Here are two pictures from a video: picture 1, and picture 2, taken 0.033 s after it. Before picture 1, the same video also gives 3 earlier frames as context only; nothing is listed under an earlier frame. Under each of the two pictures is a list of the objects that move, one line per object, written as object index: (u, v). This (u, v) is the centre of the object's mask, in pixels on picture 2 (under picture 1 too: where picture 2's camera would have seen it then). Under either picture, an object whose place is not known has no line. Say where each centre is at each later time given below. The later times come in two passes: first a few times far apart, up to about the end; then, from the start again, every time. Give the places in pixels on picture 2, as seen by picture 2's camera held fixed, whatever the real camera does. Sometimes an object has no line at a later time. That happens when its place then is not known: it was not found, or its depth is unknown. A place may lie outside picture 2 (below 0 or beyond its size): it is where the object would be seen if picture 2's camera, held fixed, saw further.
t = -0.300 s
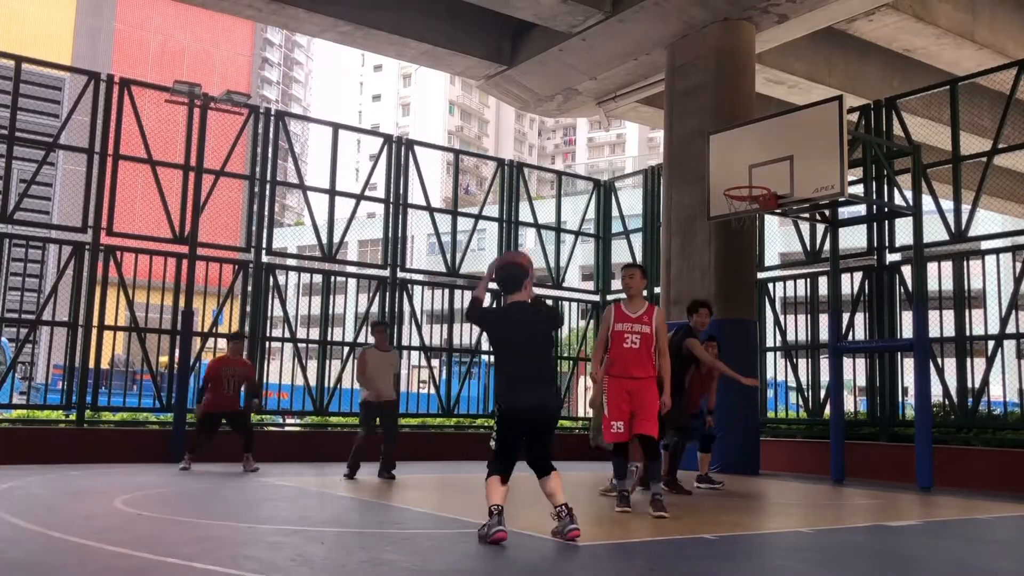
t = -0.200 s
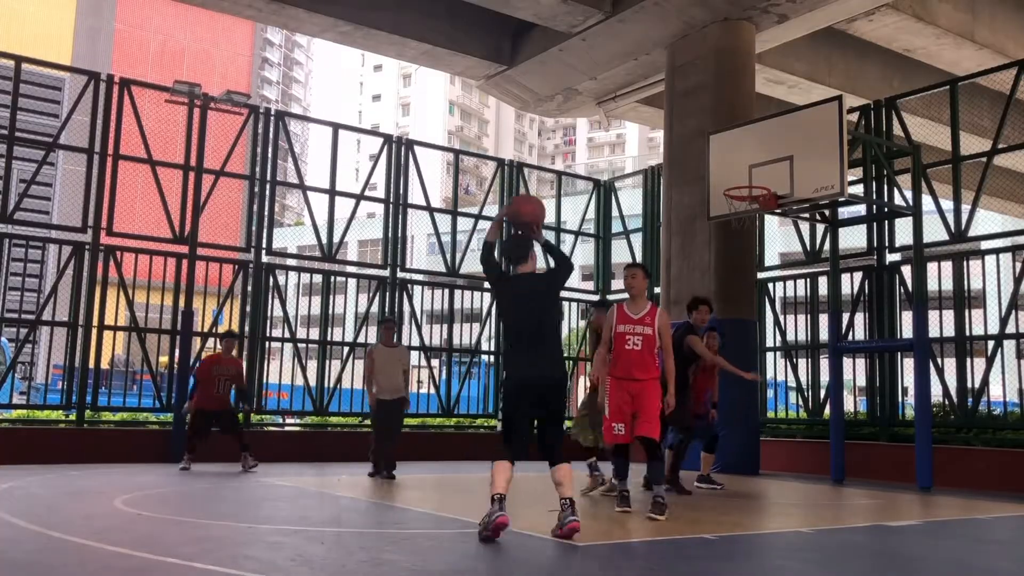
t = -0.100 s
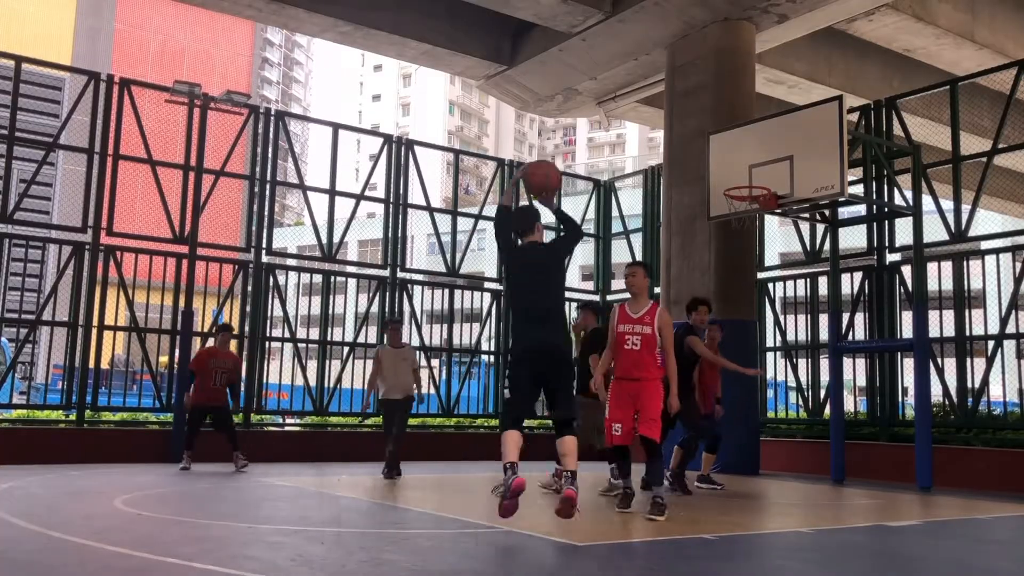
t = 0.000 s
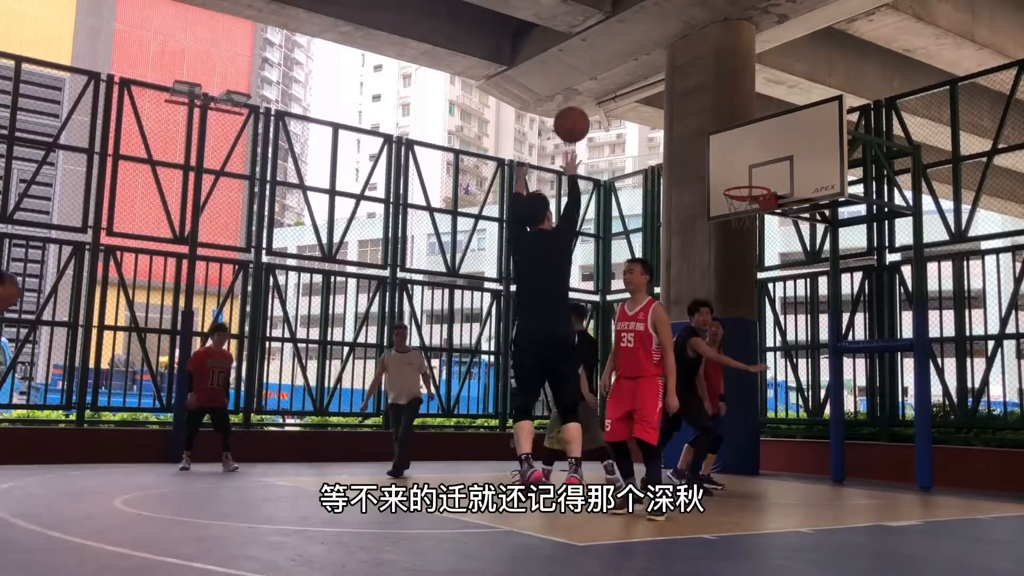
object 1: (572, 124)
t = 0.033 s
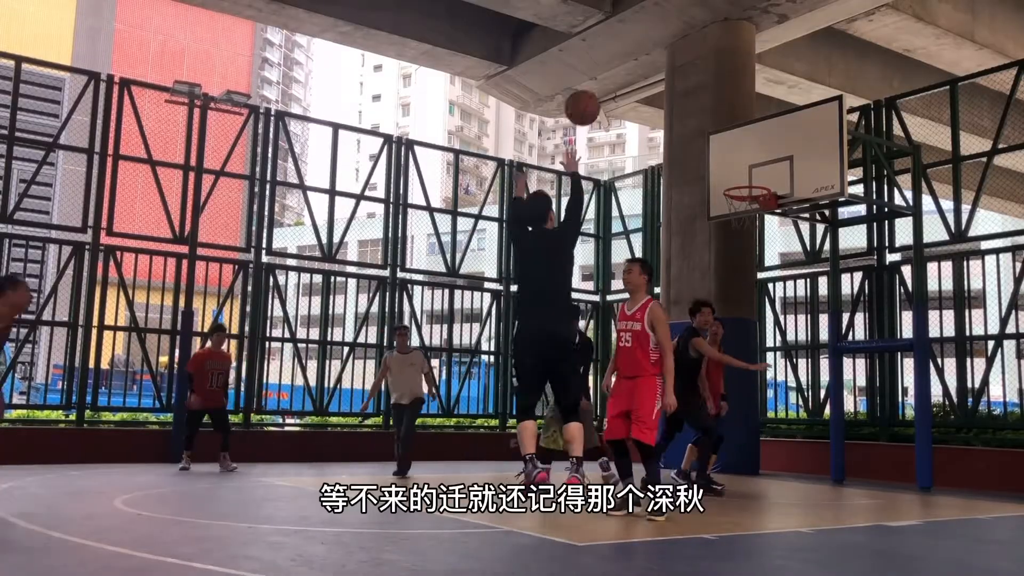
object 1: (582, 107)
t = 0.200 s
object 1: (629, 56)
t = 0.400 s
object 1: (670, 48)
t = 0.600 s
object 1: (705, 82)
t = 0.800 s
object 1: (734, 147)
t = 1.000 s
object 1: (749, 158)
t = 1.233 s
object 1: (758, 159)
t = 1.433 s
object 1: (738, 171)
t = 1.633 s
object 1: (744, 173)
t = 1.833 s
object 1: (759, 173)
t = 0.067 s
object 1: (593, 94)
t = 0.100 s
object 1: (603, 81)
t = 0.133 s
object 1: (611, 71)
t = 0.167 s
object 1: (620, 63)
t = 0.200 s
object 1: (629, 56)
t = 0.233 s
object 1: (636, 51)
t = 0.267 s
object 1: (644, 48)
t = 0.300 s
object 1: (651, 46)
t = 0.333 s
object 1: (658, 45)
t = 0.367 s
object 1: (664, 46)
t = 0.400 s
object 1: (670, 48)
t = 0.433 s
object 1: (675, 51)
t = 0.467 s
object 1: (685, 55)
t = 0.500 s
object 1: (691, 61)
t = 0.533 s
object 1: (694, 66)
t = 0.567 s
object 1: (700, 74)
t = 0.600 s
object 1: (705, 82)
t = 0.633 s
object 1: (708, 90)
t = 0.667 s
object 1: (713, 99)
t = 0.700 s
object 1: (718, 111)
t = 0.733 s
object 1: (724, 123)
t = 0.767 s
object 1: (729, 134)
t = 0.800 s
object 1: (734, 147)
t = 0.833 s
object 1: (738, 161)
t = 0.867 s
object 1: (743, 175)
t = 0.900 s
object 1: (744, 172)
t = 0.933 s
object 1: (746, 166)
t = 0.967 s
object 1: (748, 161)
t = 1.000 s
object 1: (749, 158)
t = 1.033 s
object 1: (751, 156)
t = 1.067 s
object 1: (753, 154)
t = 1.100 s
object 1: (754, 154)
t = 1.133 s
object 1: (755, 154)
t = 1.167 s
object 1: (757, 156)
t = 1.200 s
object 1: (758, 158)
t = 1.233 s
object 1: (758, 159)
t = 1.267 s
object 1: (754, 158)
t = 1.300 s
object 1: (751, 159)
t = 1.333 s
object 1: (748, 161)
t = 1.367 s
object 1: (744, 163)
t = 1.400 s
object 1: (740, 167)
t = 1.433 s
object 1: (738, 171)
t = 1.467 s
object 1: (734, 177)
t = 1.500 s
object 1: (730, 184)
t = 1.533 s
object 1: (733, 180)
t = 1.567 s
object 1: (737, 177)
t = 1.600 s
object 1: (740, 175)
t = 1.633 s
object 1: (744, 173)
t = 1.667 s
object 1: (747, 173)
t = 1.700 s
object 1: (751, 174)
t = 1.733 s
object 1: (754, 175)
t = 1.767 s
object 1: (758, 177)
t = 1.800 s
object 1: (759, 175)
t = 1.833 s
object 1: (759, 173)
